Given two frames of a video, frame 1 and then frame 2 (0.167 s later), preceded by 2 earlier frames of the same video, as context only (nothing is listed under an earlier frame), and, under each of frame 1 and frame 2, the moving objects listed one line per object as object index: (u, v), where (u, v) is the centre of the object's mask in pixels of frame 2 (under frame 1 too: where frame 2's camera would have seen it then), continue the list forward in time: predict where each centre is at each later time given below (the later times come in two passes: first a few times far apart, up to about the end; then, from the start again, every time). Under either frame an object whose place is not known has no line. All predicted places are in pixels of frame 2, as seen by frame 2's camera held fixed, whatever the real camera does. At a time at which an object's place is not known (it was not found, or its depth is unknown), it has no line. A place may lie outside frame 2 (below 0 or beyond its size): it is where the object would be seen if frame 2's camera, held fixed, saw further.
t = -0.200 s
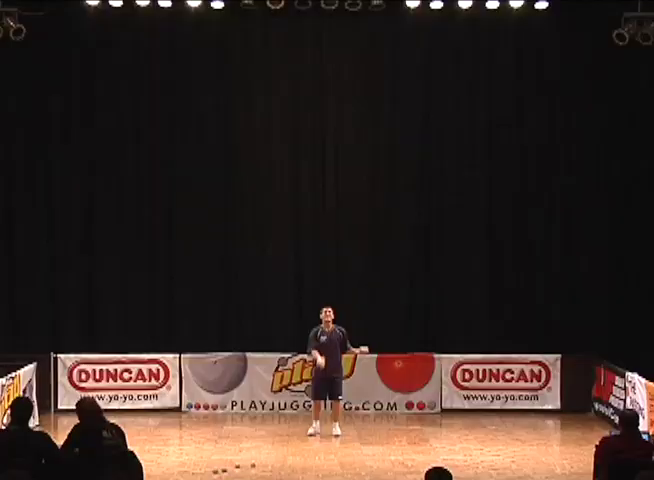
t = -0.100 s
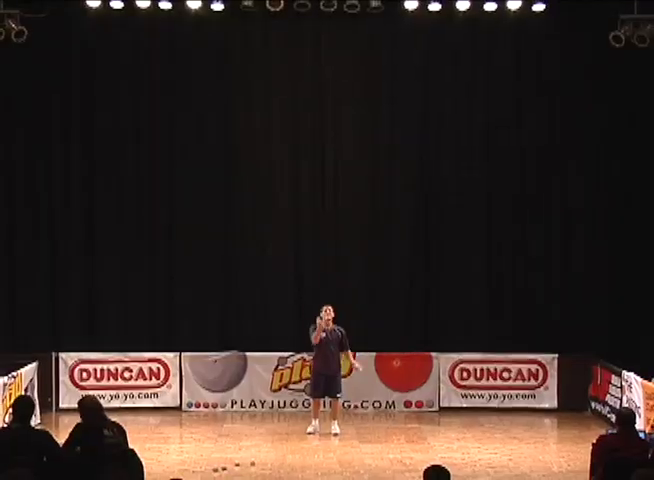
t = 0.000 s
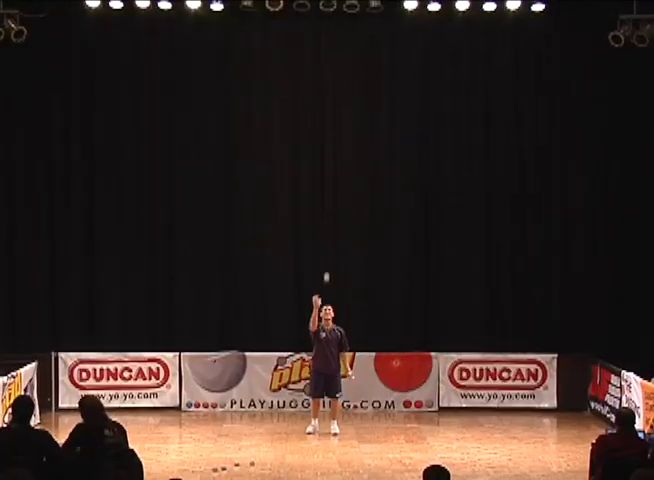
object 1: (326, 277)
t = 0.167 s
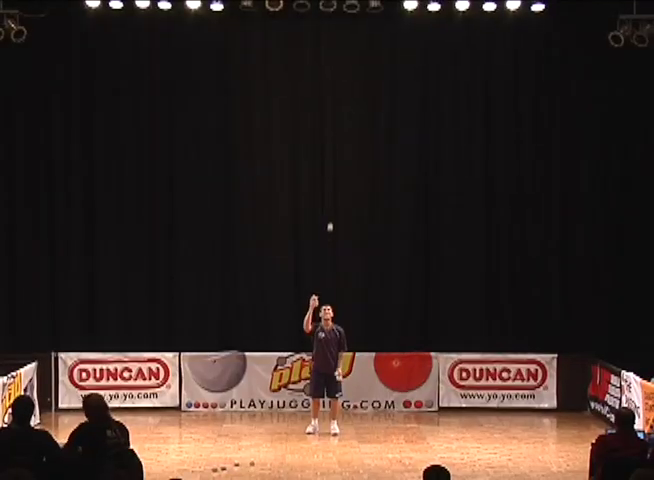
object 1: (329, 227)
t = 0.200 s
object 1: (330, 219)
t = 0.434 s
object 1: (335, 189)
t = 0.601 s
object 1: (339, 192)
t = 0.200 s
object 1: (330, 219)
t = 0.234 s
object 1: (331, 212)
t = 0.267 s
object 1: (332, 207)
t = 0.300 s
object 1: (333, 201)
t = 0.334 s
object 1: (333, 197)
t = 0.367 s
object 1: (334, 194)
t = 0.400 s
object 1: (335, 191)
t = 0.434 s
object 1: (335, 189)
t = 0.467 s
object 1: (336, 189)
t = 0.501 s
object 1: (337, 188)
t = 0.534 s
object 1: (337, 189)
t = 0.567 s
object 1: (338, 190)
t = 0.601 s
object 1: (339, 192)
